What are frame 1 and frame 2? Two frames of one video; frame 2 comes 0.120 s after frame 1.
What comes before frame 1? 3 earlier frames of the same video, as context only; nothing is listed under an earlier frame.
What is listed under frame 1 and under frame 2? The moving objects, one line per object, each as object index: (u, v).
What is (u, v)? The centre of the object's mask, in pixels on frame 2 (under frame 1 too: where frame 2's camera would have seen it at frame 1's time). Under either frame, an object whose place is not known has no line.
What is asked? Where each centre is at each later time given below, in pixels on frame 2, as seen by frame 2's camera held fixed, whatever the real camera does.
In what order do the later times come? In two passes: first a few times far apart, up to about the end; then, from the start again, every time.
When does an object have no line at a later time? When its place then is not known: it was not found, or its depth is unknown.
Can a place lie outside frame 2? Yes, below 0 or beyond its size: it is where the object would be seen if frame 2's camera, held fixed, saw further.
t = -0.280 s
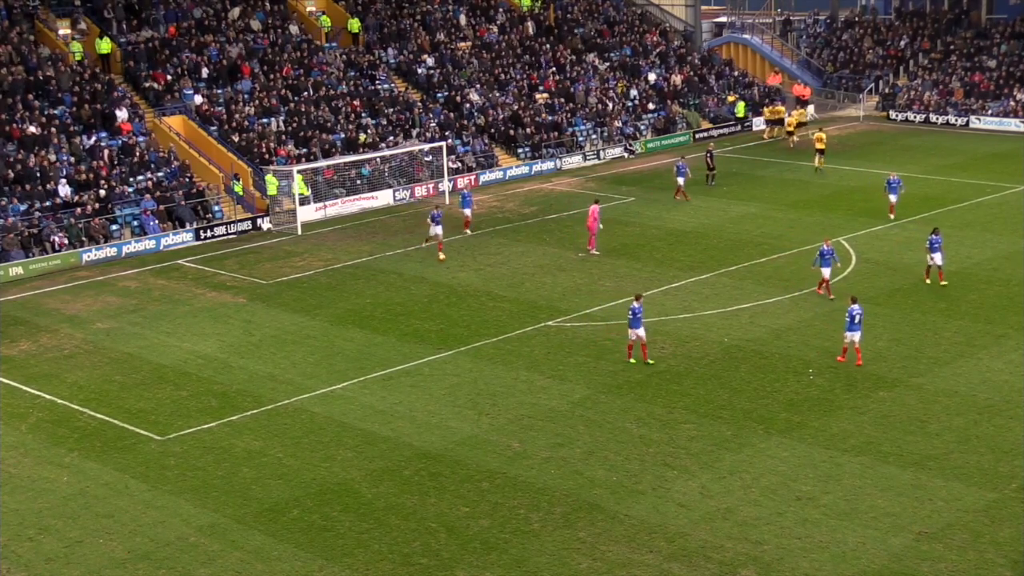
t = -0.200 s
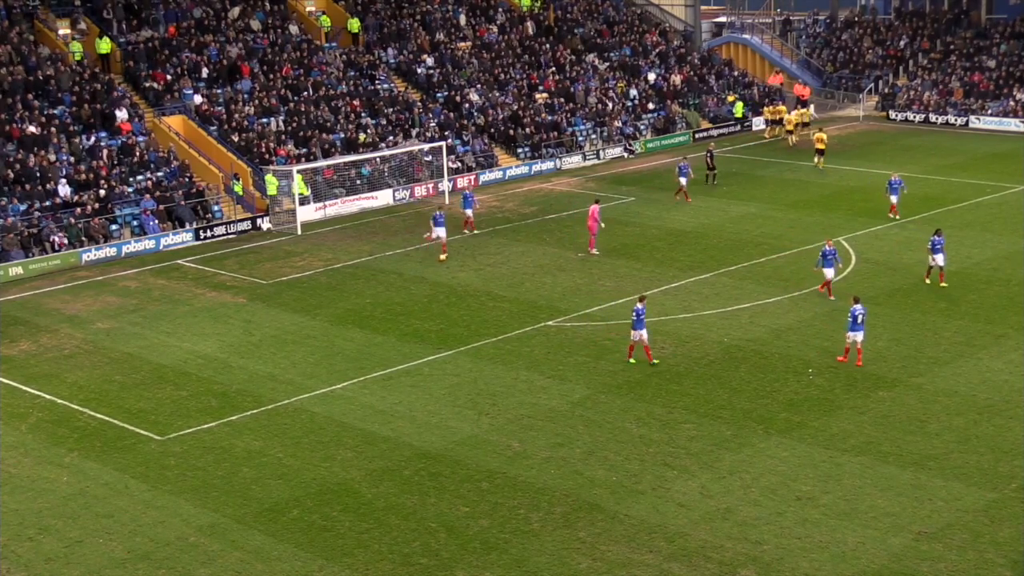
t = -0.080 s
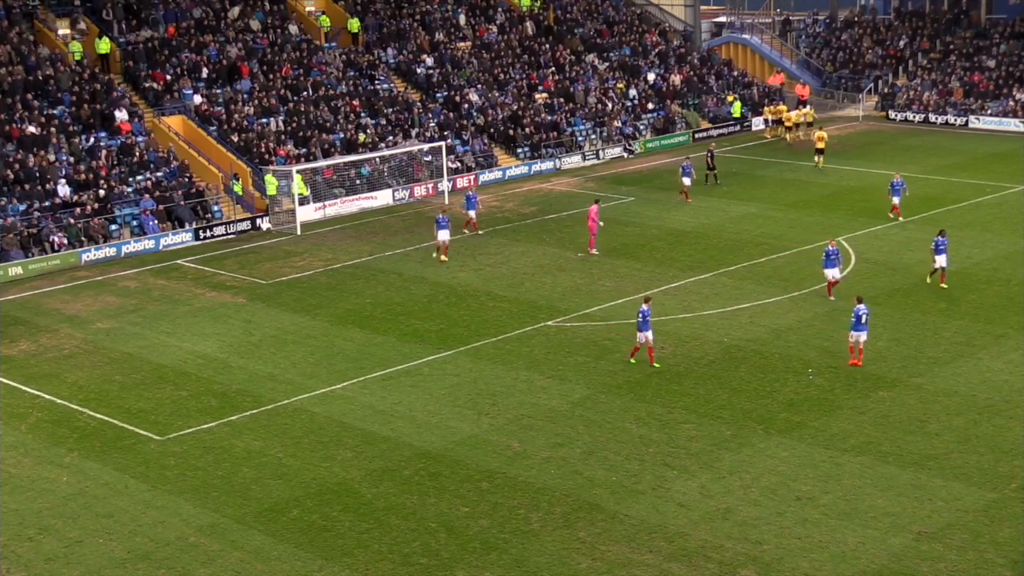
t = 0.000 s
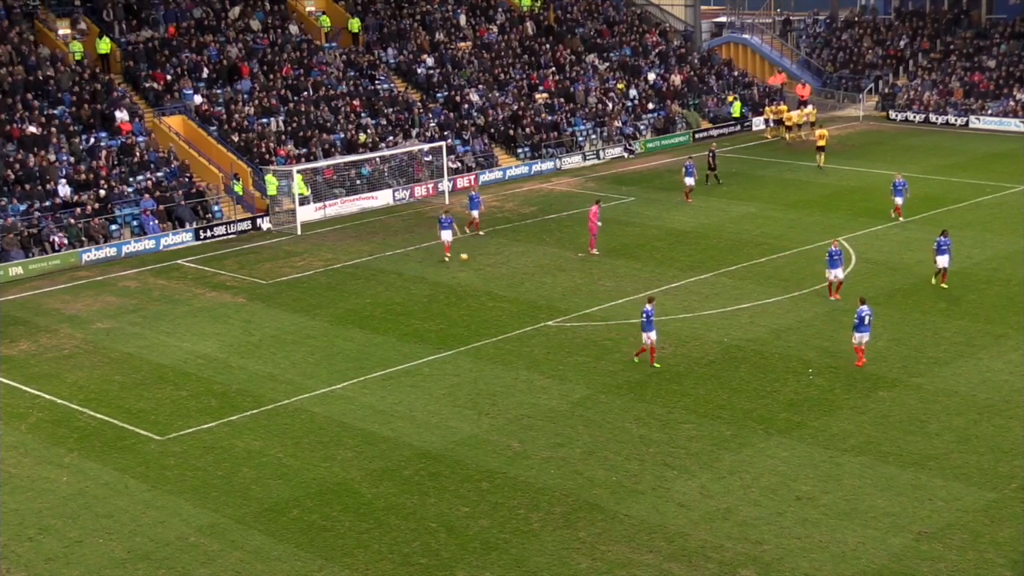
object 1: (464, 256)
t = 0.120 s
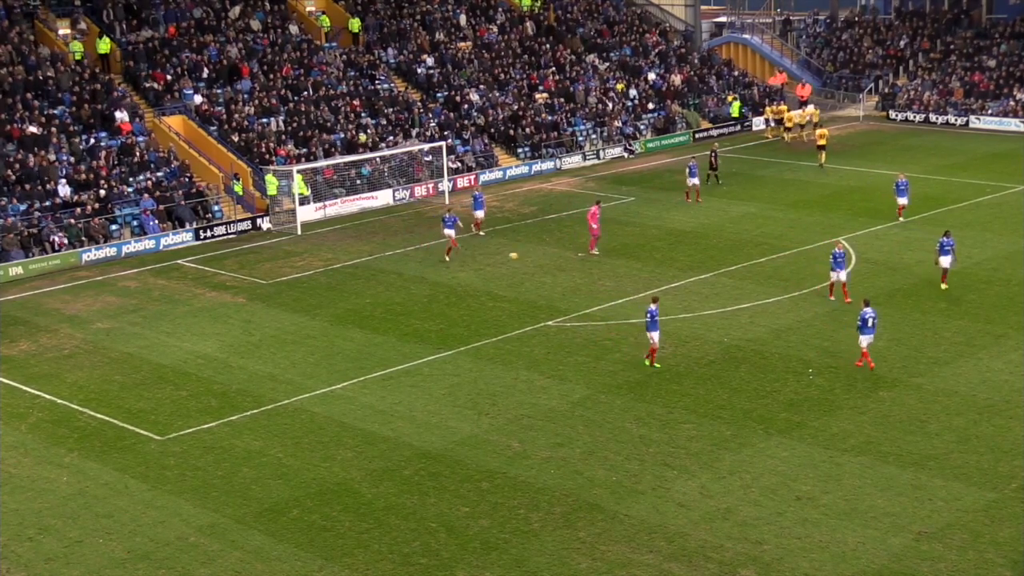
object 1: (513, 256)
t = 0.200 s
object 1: (548, 257)
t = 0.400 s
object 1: (644, 266)
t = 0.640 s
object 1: (771, 292)
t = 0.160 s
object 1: (531, 256)
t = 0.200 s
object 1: (548, 257)
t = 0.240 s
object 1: (567, 258)
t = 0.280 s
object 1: (585, 260)
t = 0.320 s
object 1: (605, 262)
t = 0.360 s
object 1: (624, 264)
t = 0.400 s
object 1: (644, 266)
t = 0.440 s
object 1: (664, 270)
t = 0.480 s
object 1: (685, 274)
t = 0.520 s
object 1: (707, 277)
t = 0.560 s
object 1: (727, 282)
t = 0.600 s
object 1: (749, 287)
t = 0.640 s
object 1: (771, 292)
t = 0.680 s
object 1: (794, 298)
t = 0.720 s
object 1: (815, 304)
